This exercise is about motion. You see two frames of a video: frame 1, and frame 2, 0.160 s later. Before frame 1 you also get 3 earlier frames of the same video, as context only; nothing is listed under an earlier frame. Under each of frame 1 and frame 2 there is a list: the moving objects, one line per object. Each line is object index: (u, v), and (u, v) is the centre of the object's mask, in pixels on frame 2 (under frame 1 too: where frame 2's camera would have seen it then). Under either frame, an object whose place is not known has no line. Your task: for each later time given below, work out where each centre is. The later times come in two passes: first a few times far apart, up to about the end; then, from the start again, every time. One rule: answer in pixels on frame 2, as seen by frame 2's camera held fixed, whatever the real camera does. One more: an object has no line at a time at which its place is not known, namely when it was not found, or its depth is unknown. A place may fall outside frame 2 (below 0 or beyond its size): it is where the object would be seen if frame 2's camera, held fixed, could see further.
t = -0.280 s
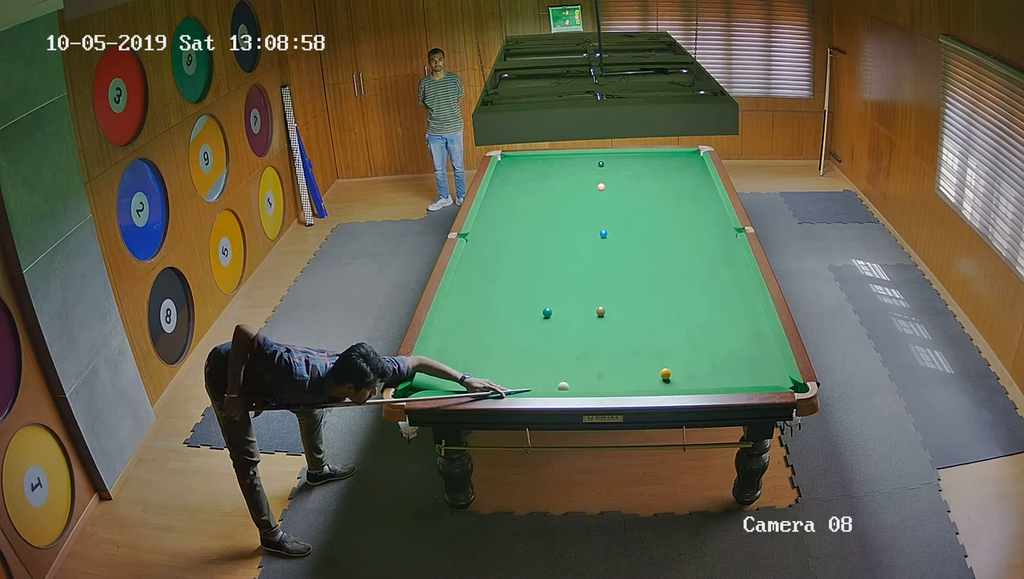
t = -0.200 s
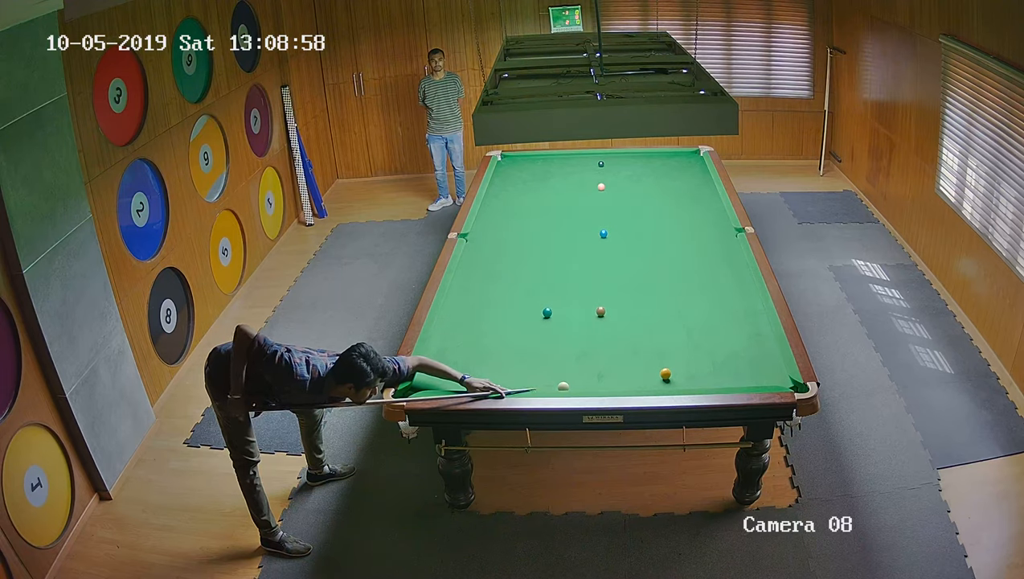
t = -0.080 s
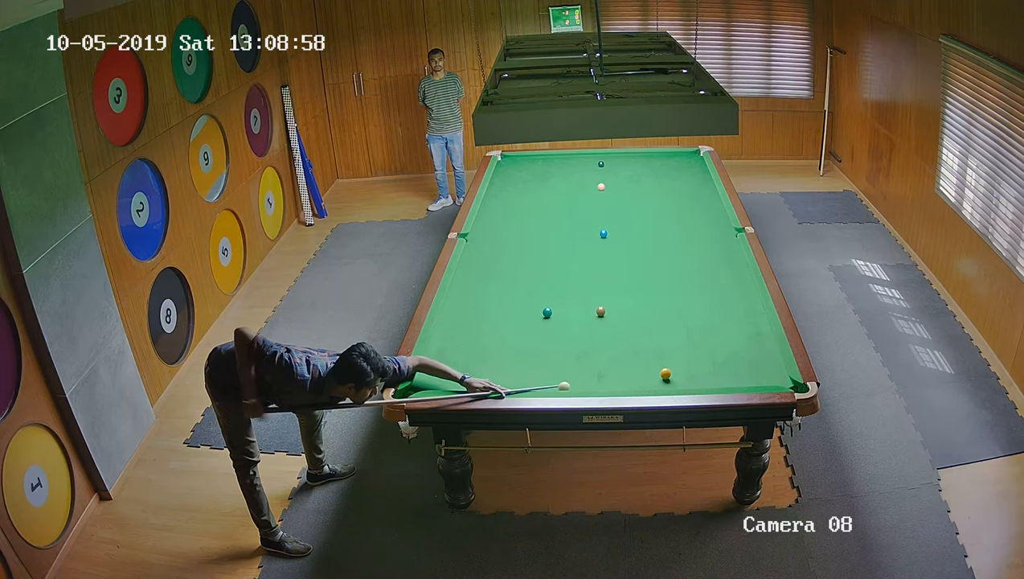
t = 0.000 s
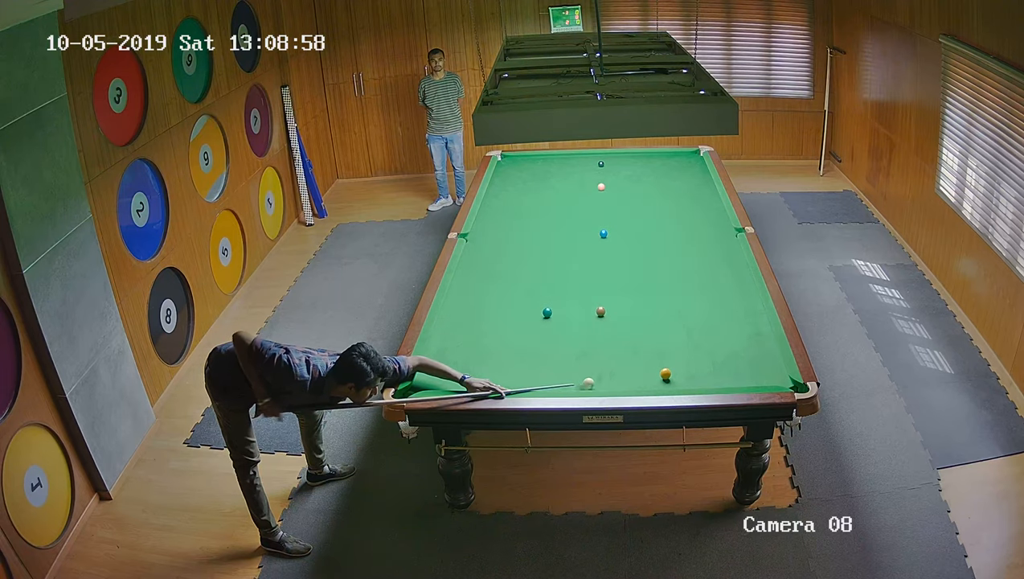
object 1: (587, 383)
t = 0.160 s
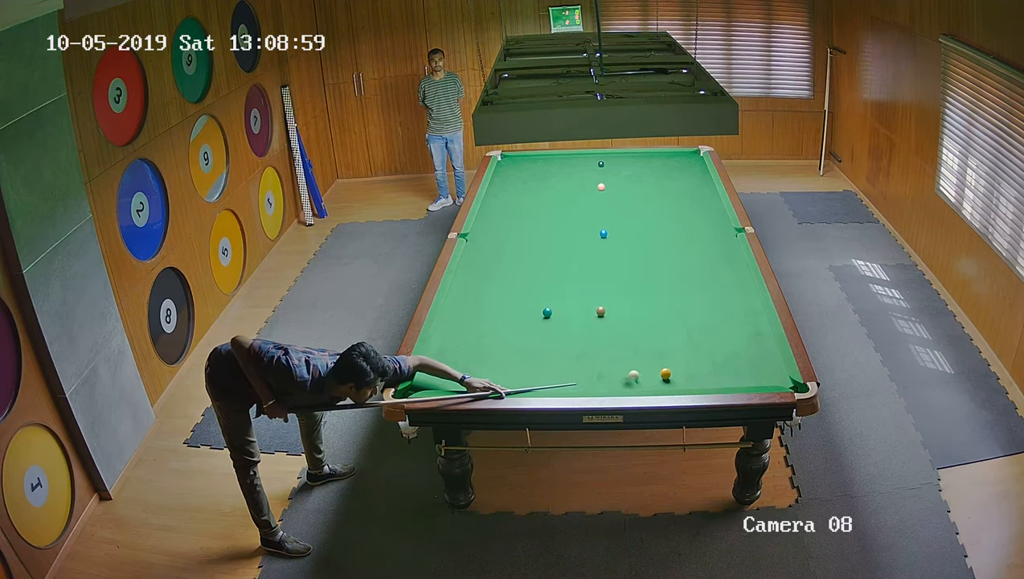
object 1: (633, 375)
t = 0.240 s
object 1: (654, 371)
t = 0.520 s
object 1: (674, 355)
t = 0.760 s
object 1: (692, 341)
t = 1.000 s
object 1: (708, 329)
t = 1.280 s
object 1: (725, 316)
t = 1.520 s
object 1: (739, 306)
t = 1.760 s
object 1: (750, 296)
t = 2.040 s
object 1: (746, 289)
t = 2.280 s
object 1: (737, 283)
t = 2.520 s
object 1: (728, 278)
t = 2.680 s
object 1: (723, 275)
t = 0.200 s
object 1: (644, 374)
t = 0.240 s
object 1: (654, 371)
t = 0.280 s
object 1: (656, 370)
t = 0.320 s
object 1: (658, 367)
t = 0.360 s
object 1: (661, 364)
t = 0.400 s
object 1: (665, 362)
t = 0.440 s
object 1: (668, 360)
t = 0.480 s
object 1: (671, 357)
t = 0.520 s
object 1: (674, 355)
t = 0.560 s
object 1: (678, 352)
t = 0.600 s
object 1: (681, 350)
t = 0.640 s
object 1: (684, 348)
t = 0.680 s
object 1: (686, 346)
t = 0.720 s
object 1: (689, 343)
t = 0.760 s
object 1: (692, 341)
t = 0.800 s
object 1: (695, 339)
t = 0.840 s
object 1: (698, 337)
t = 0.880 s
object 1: (701, 335)
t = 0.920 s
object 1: (703, 333)
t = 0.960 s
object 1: (706, 331)
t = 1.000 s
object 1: (708, 329)
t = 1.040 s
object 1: (711, 327)
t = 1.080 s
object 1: (713, 325)
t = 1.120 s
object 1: (716, 323)
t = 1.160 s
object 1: (718, 321)
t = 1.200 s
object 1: (721, 319)
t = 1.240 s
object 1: (723, 318)
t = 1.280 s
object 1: (725, 316)
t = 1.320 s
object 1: (728, 314)
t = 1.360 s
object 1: (730, 312)
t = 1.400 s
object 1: (732, 311)
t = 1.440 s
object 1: (734, 309)
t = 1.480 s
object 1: (736, 307)
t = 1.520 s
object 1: (739, 306)
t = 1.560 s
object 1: (741, 304)
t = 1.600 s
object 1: (743, 303)
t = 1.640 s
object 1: (745, 301)
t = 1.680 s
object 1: (746, 299)
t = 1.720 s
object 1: (748, 298)
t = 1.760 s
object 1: (750, 296)
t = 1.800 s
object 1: (752, 295)
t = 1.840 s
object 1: (754, 293)
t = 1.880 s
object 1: (753, 292)
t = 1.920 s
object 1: (751, 291)
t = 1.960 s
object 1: (749, 291)
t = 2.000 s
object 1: (748, 289)
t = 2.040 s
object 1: (746, 289)
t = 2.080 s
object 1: (744, 288)
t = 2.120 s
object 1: (743, 287)
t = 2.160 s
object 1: (741, 286)
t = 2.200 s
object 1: (740, 285)
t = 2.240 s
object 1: (738, 284)
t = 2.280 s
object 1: (737, 283)
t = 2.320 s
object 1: (735, 282)
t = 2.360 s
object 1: (734, 282)
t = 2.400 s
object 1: (732, 281)
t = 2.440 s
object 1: (731, 280)
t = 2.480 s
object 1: (730, 279)
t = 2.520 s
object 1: (728, 278)
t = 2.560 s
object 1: (727, 278)
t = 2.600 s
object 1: (725, 277)
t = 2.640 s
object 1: (724, 276)
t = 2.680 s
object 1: (723, 275)
